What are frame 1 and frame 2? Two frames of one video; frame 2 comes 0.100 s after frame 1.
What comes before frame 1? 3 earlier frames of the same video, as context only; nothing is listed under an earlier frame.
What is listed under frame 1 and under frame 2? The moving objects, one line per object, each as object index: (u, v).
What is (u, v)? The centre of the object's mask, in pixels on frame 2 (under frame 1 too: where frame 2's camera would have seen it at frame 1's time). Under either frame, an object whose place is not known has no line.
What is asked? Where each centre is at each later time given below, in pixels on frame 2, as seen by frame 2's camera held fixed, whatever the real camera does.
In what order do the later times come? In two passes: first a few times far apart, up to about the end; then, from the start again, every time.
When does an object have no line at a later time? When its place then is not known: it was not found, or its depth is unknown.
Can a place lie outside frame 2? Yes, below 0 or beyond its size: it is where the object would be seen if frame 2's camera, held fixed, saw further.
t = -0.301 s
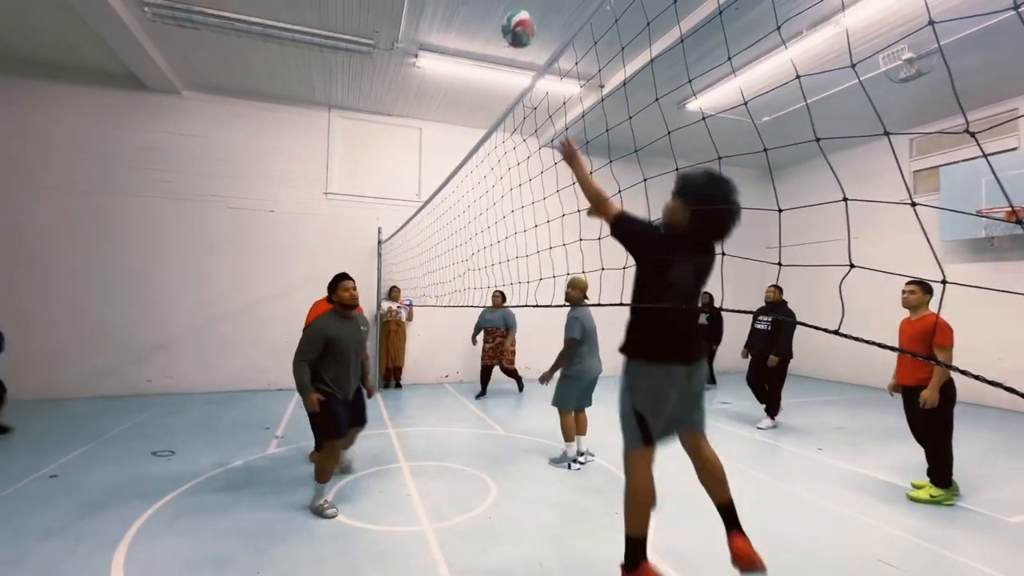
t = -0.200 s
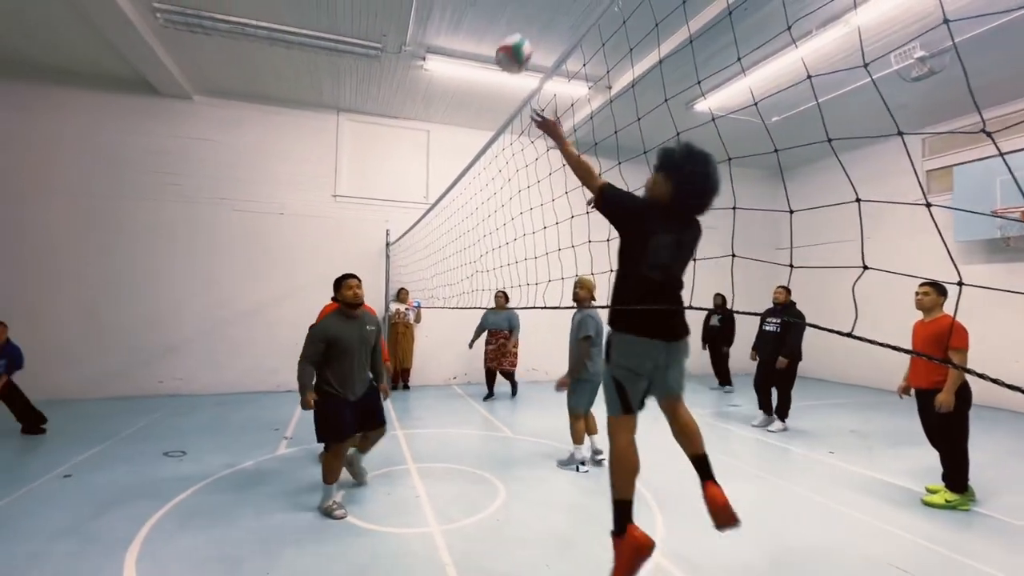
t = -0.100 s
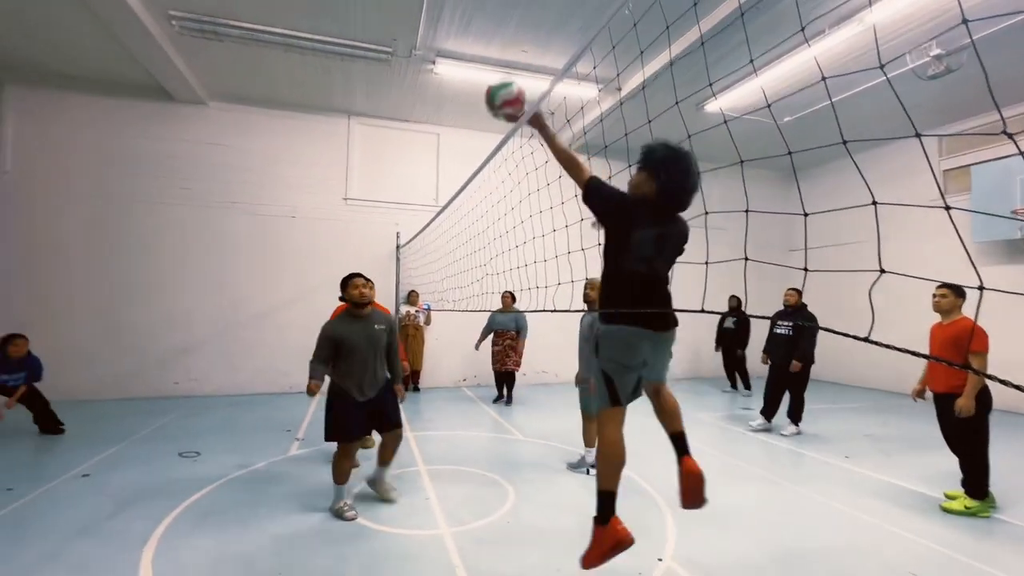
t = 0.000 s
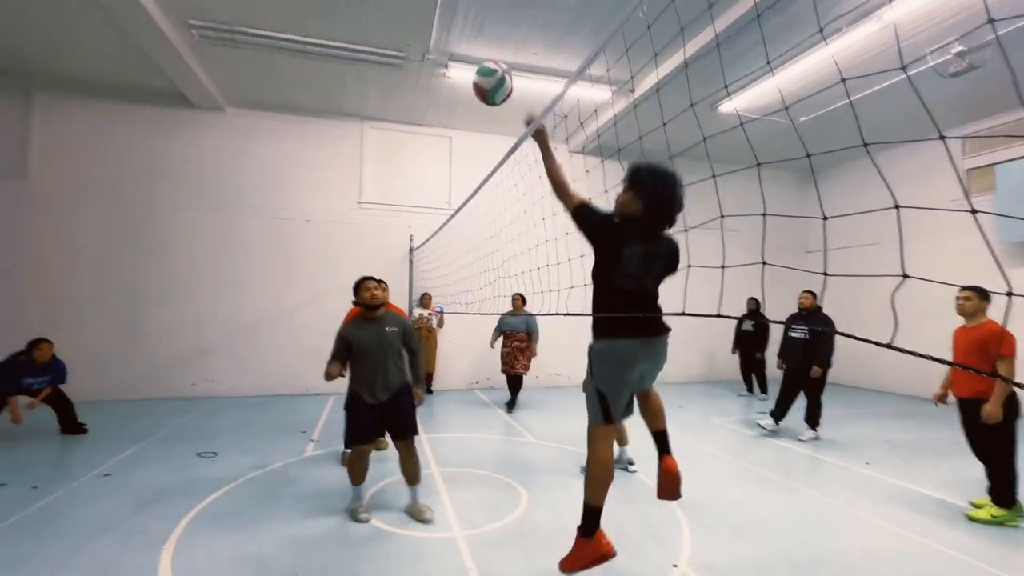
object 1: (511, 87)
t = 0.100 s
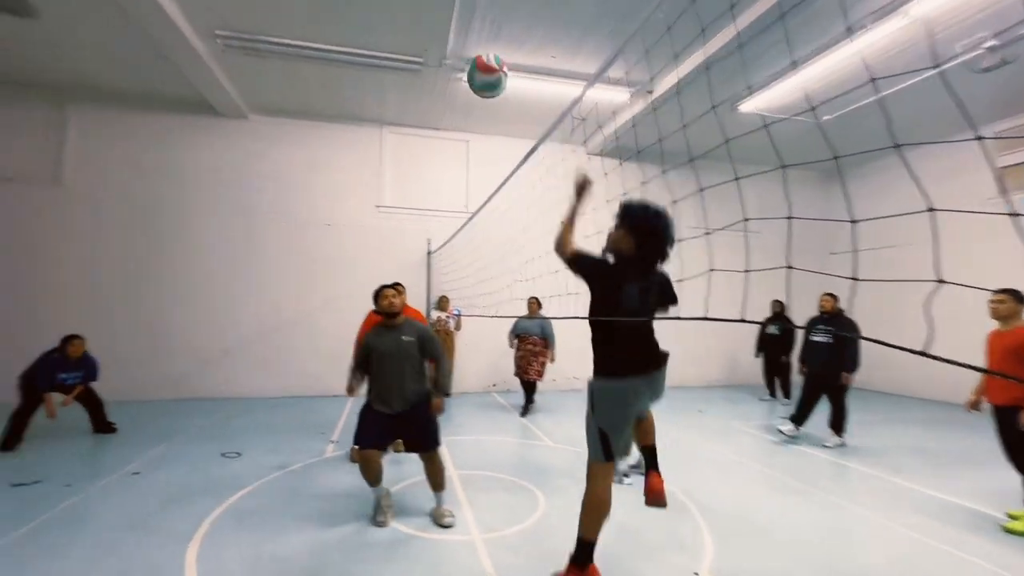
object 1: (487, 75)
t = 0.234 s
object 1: (453, 87)
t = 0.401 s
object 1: (410, 151)
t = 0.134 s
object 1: (479, 75)
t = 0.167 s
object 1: (471, 78)
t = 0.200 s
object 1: (461, 80)
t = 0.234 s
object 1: (453, 87)
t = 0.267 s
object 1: (445, 96)
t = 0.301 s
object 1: (436, 107)
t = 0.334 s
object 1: (426, 118)
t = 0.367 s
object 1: (417, 133)
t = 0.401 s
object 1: (410, 151)
